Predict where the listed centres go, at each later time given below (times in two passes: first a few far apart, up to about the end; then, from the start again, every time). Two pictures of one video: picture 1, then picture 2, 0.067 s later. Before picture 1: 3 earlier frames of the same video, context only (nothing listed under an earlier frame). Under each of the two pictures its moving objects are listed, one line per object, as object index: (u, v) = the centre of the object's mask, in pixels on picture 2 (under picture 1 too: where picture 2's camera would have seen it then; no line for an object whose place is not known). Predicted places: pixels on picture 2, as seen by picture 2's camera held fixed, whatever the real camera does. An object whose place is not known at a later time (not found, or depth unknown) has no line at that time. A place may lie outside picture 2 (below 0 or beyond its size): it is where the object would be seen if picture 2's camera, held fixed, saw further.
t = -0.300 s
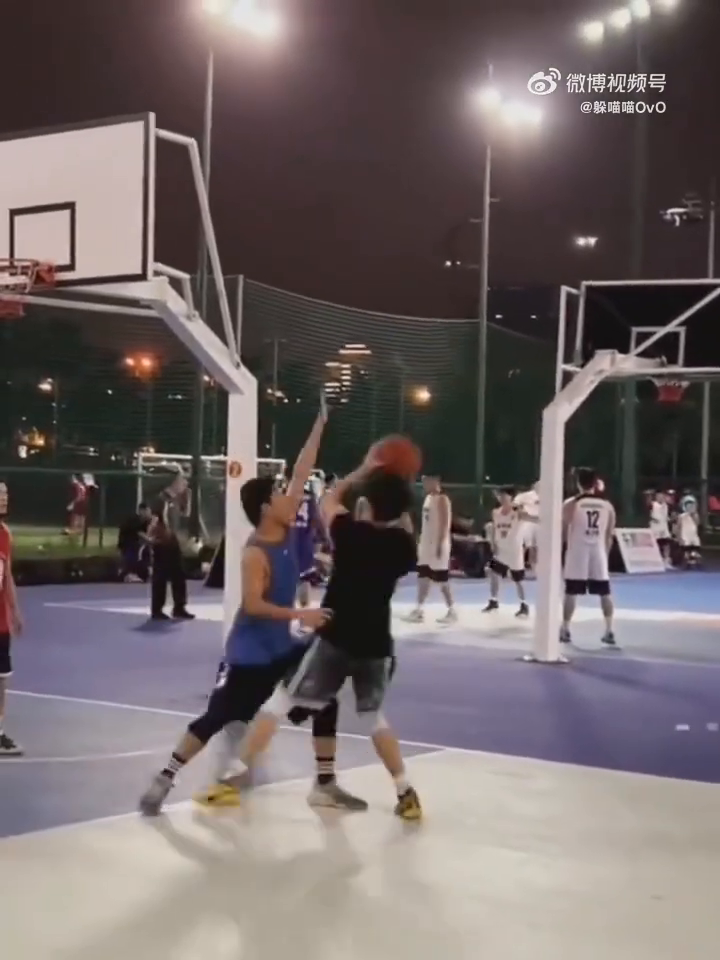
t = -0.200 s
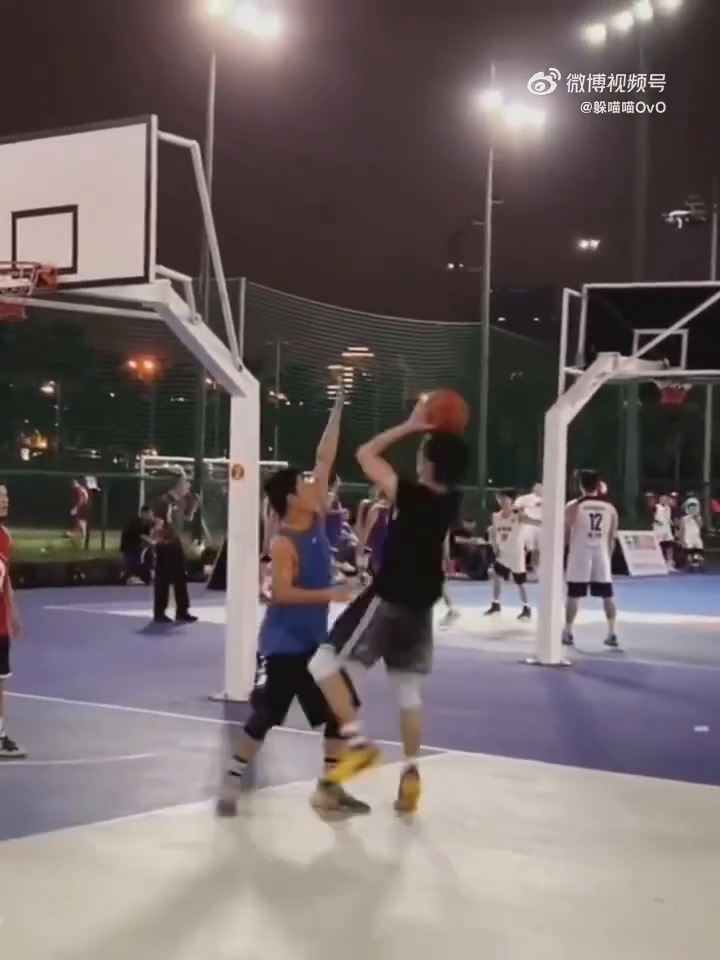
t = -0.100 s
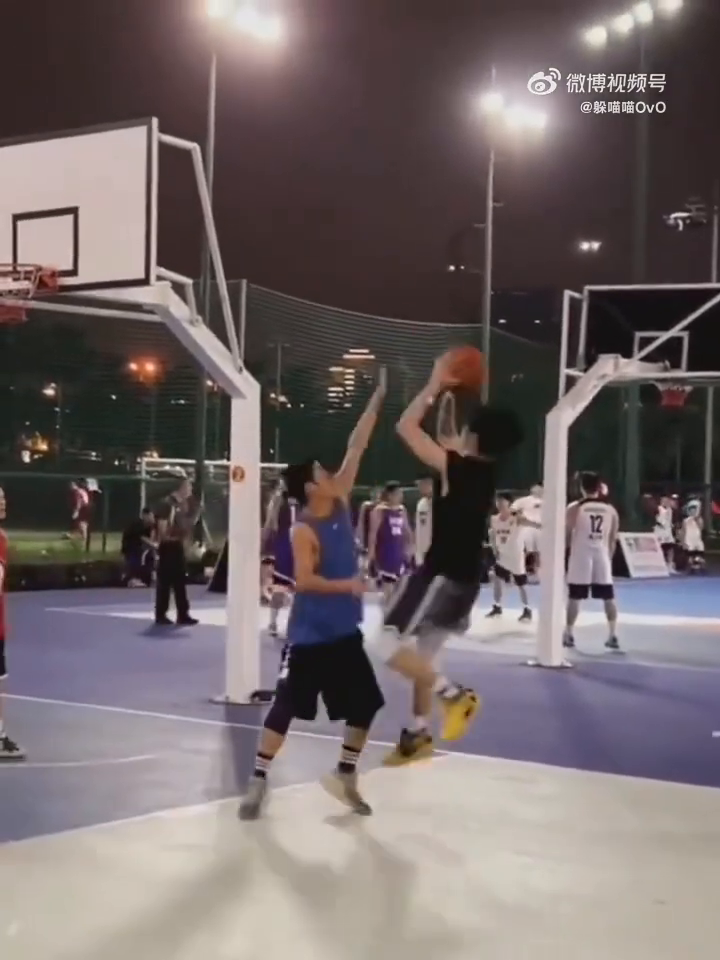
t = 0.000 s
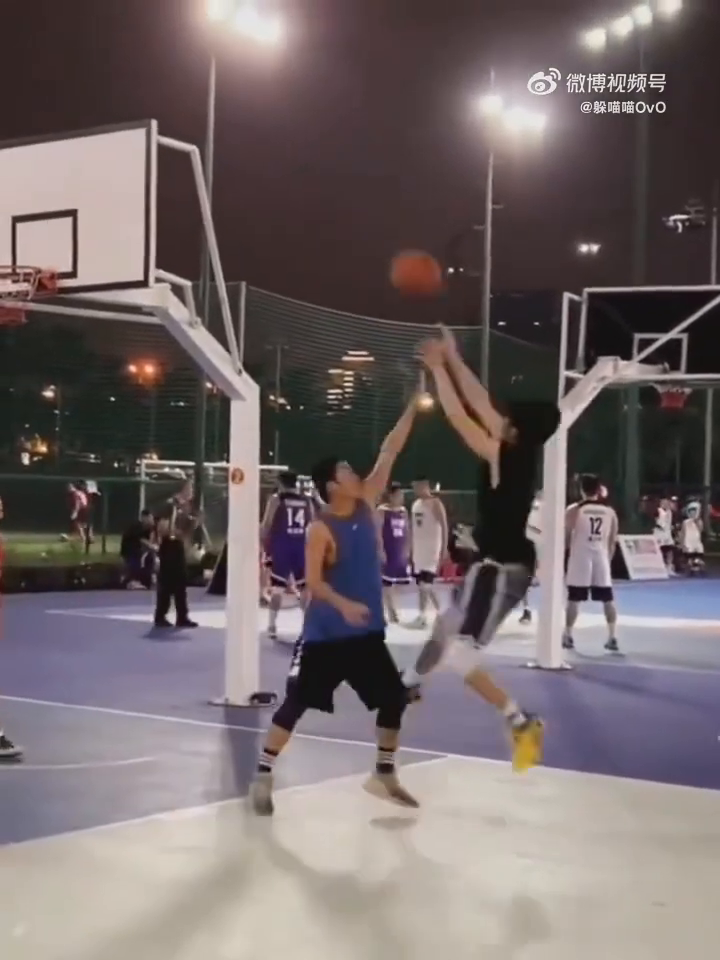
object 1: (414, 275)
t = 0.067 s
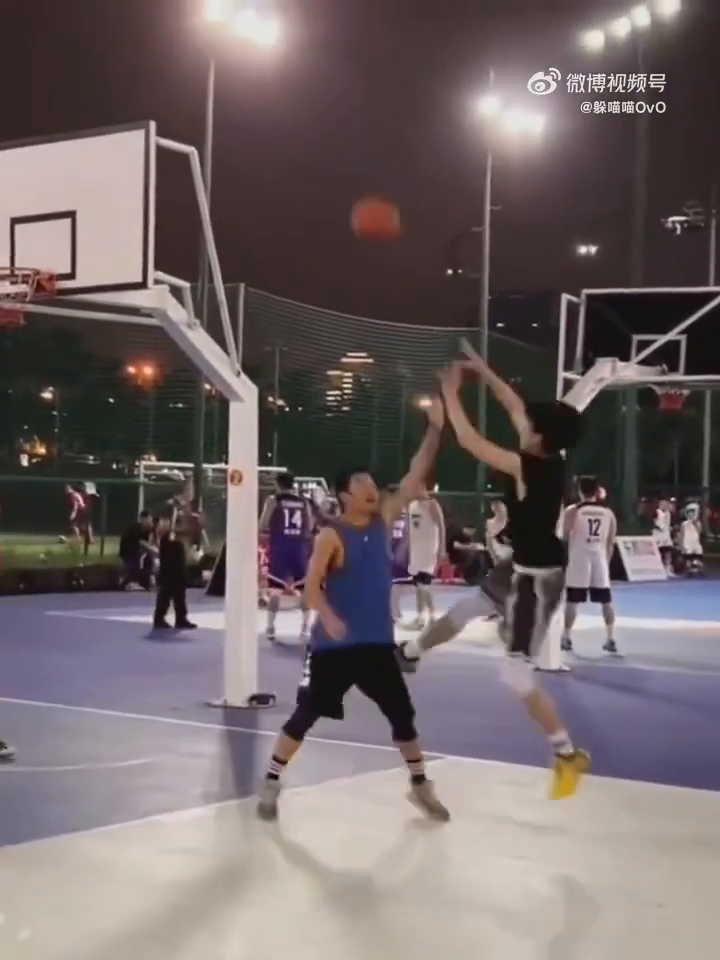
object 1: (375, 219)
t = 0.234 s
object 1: (287, 128)
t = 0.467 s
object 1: (172, 95)
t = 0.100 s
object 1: (357, 197)
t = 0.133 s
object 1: (338, 176)
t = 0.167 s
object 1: (320, 159)
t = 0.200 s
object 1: (303, 143)
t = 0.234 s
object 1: (287, 128)
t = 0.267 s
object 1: (270, 118)
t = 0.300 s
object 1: (253, 112)
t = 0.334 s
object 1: (244, 103)
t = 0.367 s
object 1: (218, 99)
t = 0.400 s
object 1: (205, 96)
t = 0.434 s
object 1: (188, 95)
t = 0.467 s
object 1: (172, 95)
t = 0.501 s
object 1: (161, 100)
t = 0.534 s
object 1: (144, 103)
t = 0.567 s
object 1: (128, 110)
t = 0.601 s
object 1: (115, 119)
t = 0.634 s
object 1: (101, 129)
